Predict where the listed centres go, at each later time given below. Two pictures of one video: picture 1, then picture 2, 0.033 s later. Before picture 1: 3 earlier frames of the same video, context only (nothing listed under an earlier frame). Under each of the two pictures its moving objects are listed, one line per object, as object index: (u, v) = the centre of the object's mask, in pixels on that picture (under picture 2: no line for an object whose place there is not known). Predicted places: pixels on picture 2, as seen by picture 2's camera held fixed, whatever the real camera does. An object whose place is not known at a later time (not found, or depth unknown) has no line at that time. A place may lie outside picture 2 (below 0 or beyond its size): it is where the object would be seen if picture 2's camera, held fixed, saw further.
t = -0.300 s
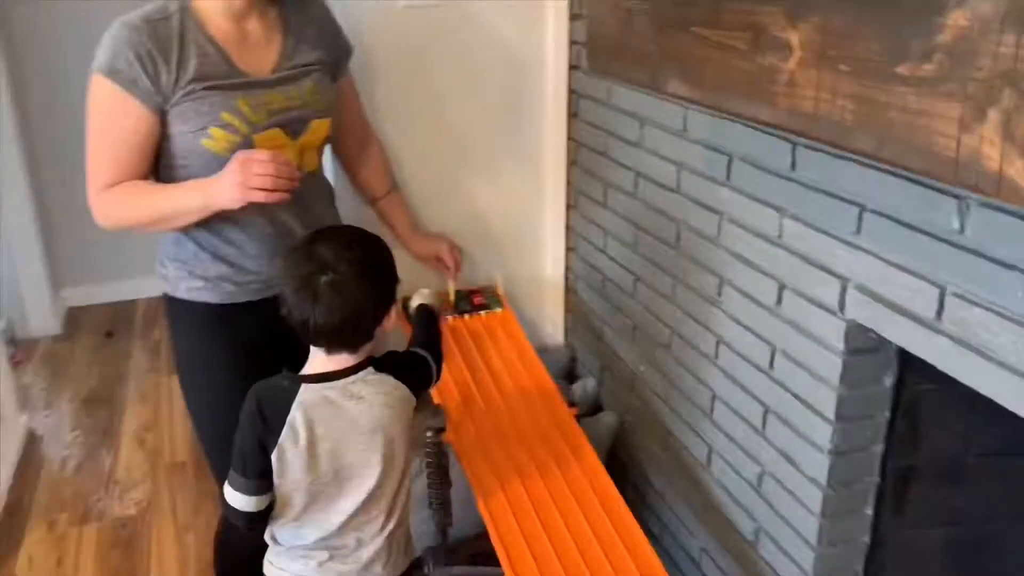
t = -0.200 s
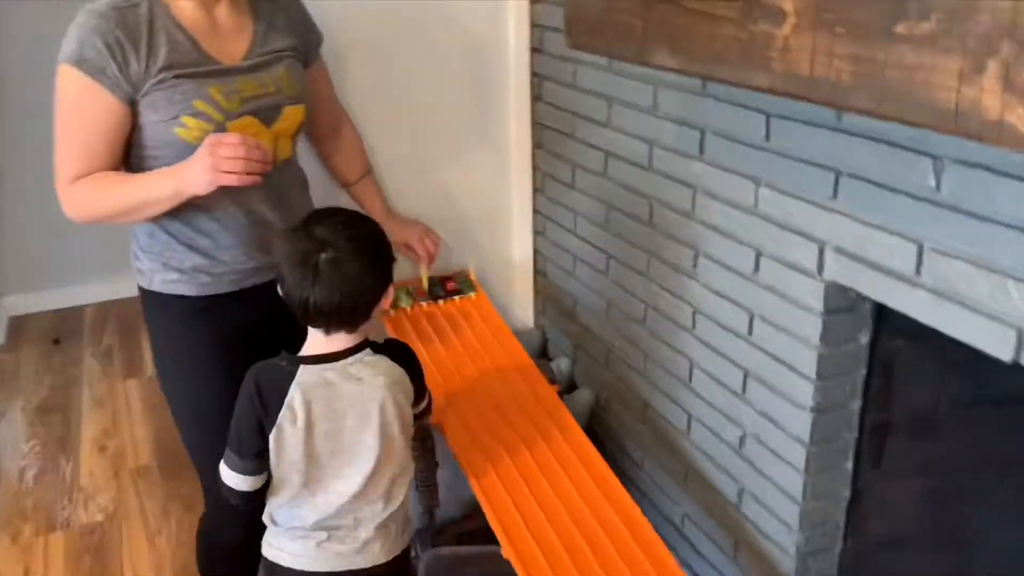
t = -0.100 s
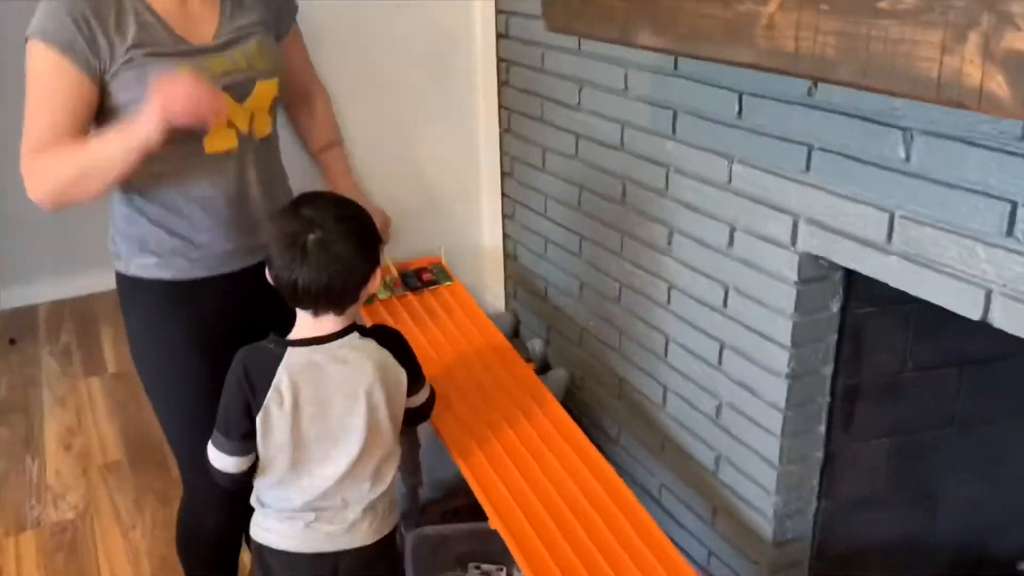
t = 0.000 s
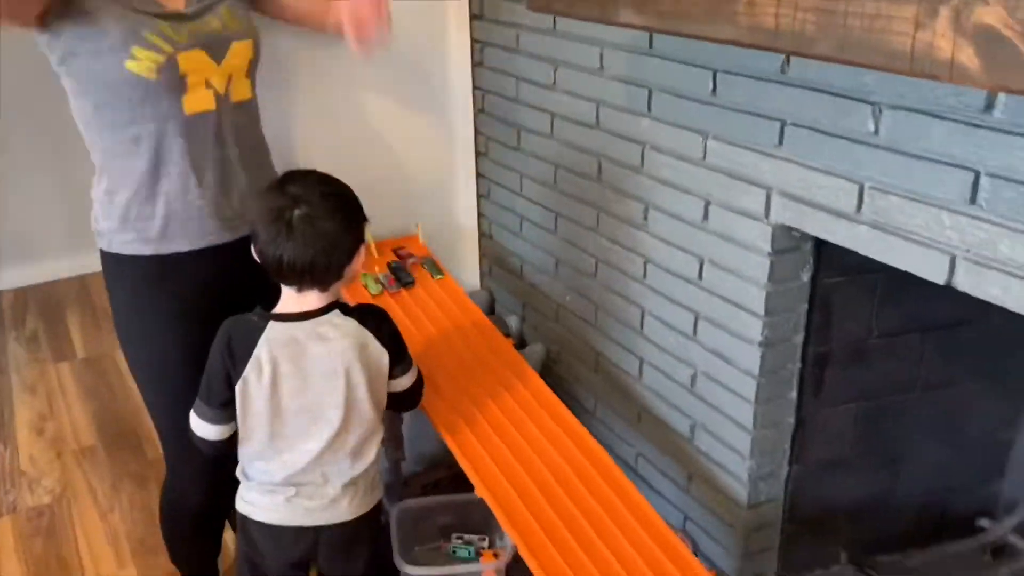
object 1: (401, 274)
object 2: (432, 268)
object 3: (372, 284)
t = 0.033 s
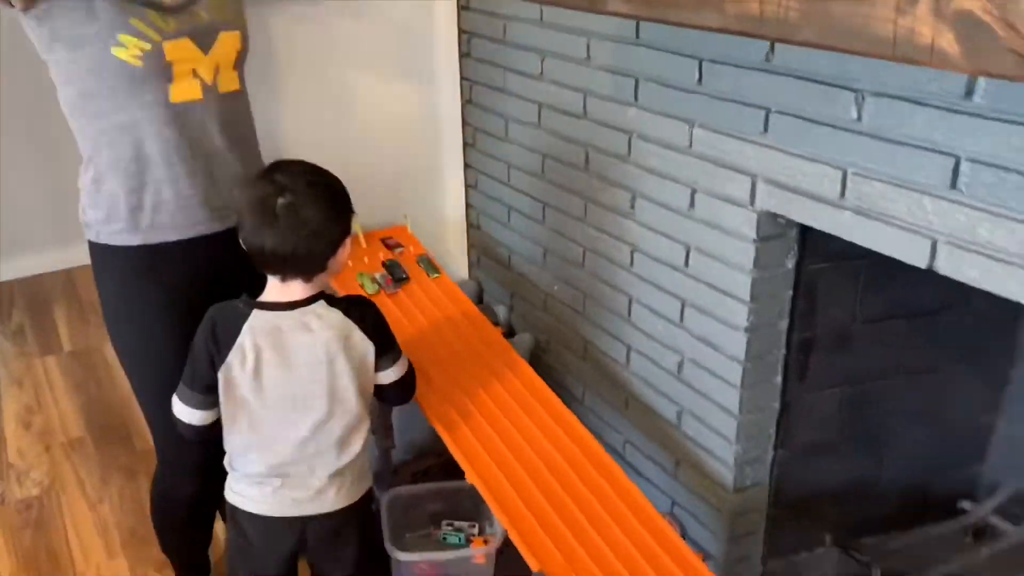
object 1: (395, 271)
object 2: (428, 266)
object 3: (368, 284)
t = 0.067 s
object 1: (403, 280)
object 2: (438, 277)
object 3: (377, 295)
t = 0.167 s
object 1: (437, 323)
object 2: (479, 323)
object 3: (419, 347)
